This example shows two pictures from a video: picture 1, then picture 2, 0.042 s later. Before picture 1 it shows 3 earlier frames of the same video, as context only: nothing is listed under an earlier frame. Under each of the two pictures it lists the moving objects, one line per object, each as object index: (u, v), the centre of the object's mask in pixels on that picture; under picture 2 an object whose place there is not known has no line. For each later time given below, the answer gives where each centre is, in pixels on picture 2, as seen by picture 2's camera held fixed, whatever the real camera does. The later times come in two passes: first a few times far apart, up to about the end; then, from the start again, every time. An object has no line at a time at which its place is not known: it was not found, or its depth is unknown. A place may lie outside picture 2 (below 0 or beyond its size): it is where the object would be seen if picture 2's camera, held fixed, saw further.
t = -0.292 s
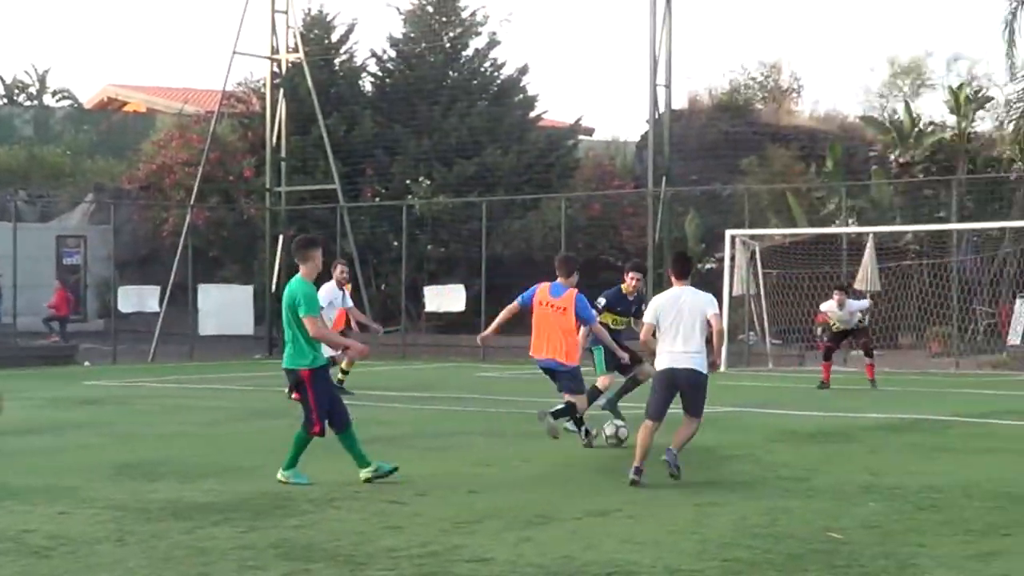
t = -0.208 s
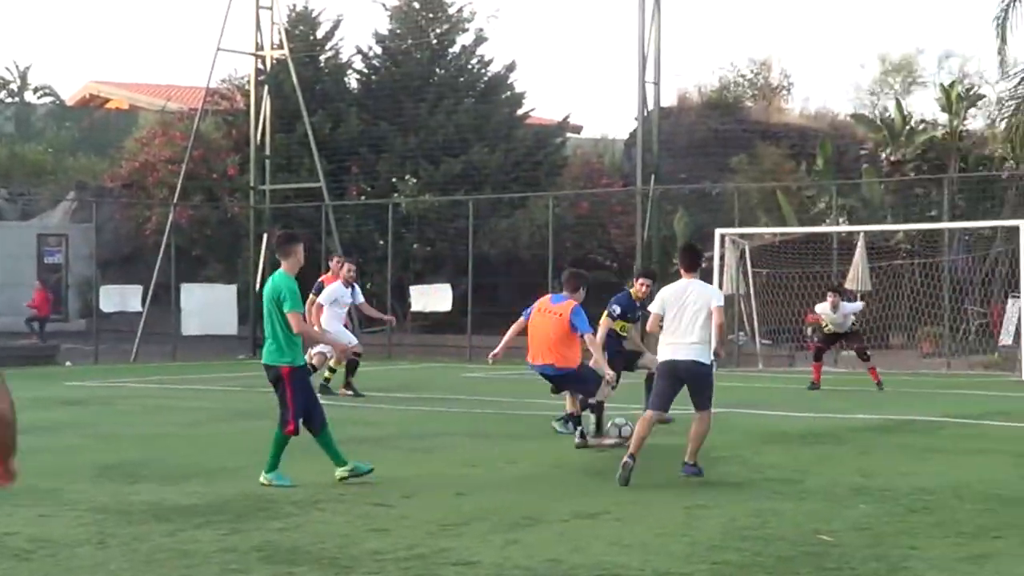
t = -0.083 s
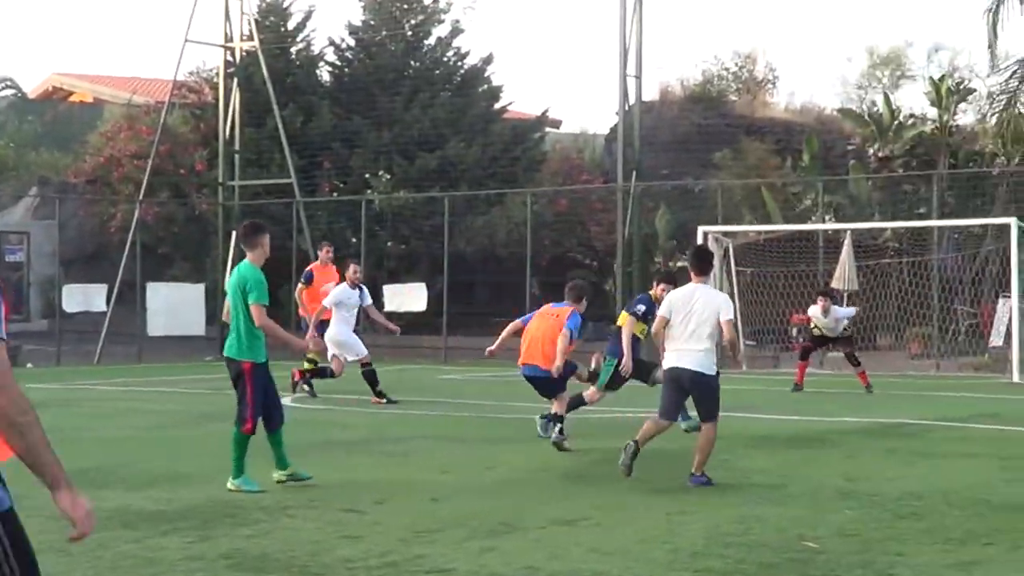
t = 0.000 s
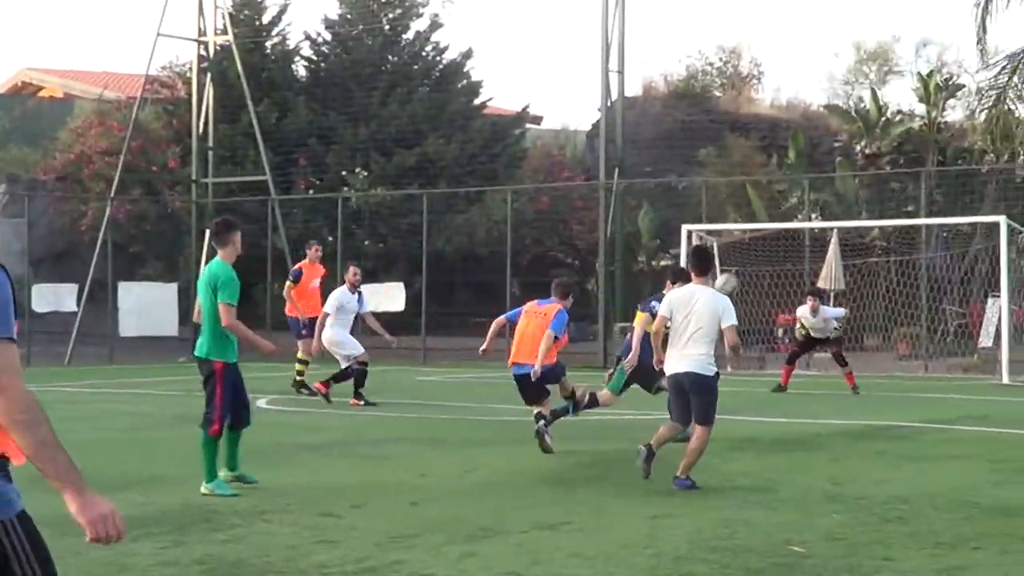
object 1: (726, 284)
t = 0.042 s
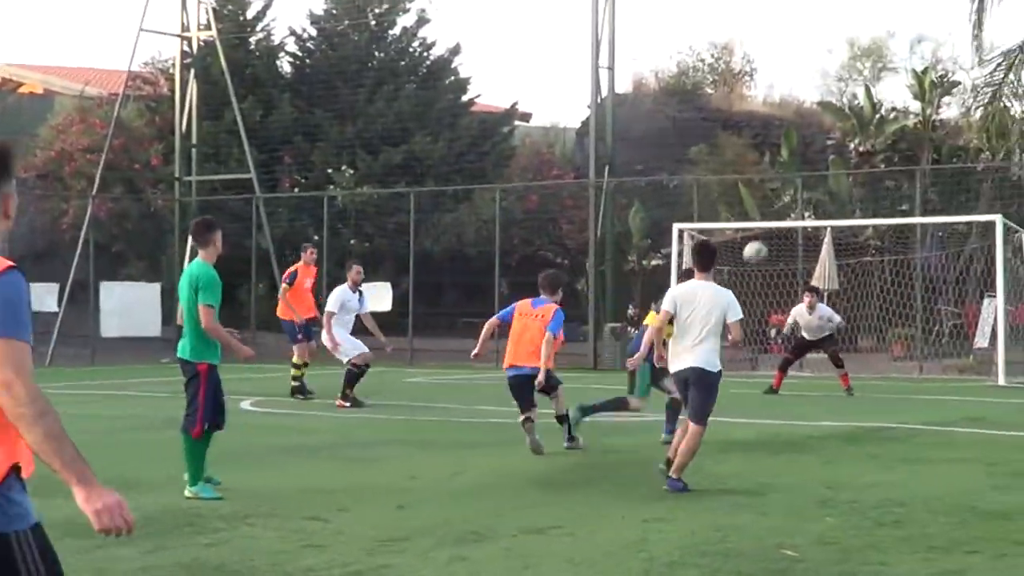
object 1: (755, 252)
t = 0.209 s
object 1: (836, 196)
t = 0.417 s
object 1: (909, 182)
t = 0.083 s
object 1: (777, 234)
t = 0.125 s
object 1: (798, 219)
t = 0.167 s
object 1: (816, 207)
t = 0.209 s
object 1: (836, 196)
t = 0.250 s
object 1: (853, 188)
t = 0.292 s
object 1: (868, 184)
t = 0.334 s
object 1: (884, 180)
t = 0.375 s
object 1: (897, 182)
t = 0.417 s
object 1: (909, 182)
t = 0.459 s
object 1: (921, 188)
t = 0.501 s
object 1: (930, 192)
